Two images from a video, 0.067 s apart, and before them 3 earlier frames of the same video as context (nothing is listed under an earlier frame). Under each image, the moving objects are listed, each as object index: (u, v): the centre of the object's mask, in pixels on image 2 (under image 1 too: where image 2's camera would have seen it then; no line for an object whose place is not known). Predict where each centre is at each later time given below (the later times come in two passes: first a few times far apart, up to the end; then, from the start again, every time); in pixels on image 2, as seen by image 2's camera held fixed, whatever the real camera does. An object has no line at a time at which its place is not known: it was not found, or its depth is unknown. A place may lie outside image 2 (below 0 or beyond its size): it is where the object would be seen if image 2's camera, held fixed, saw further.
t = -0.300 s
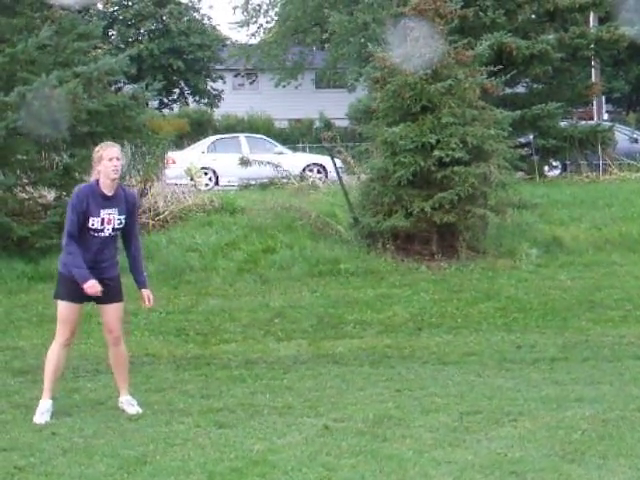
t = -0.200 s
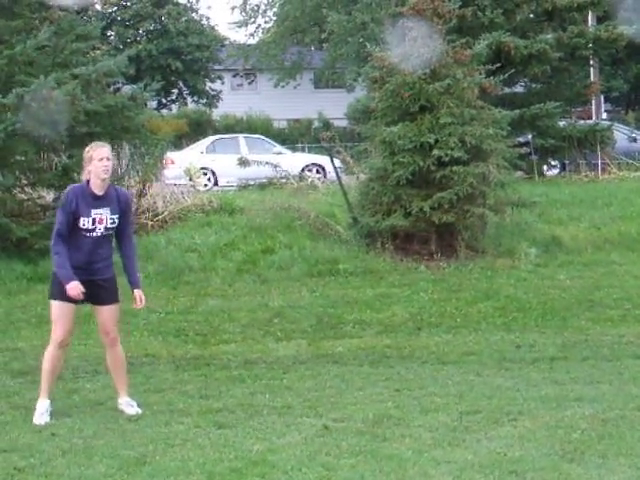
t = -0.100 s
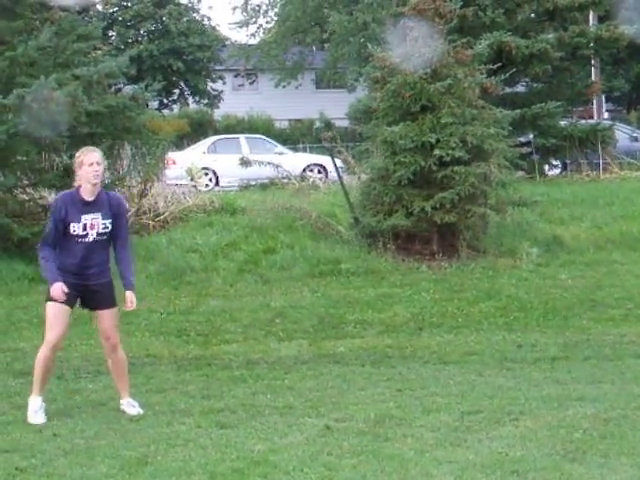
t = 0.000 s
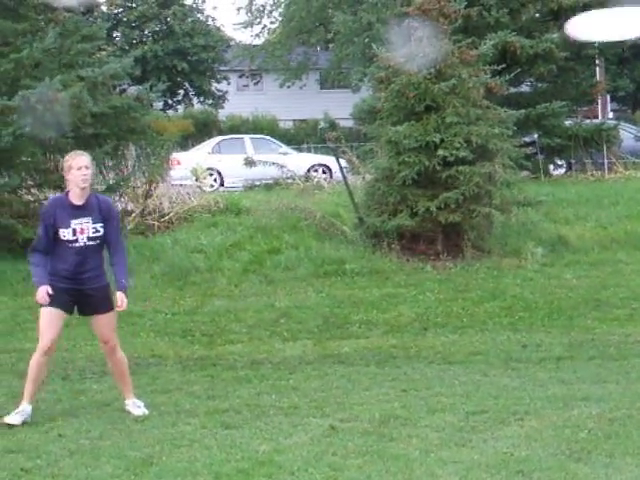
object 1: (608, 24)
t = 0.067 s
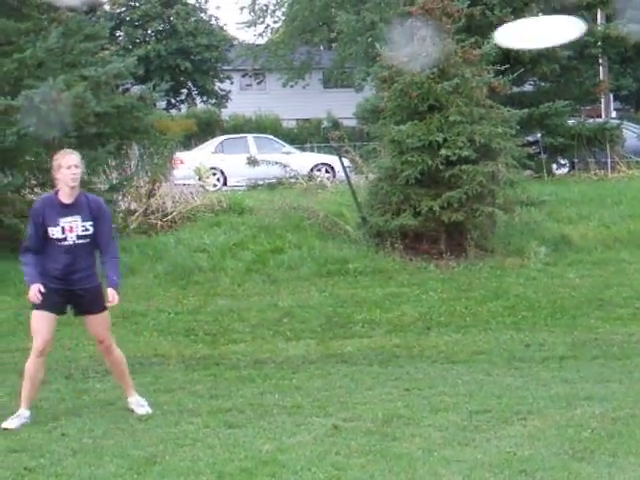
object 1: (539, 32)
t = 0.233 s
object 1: (370, 62)
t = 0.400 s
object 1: (226, 100)
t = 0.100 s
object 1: (502, 37)
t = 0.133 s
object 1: (467, 43)
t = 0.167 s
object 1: (434, 48)
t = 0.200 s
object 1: (402, 55)
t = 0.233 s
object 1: (370, 62)
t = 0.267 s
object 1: (340, 69)
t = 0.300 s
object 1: (310, 76)
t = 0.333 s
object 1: (283, 84)
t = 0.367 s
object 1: (254, 92)
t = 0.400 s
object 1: (226, 100)
